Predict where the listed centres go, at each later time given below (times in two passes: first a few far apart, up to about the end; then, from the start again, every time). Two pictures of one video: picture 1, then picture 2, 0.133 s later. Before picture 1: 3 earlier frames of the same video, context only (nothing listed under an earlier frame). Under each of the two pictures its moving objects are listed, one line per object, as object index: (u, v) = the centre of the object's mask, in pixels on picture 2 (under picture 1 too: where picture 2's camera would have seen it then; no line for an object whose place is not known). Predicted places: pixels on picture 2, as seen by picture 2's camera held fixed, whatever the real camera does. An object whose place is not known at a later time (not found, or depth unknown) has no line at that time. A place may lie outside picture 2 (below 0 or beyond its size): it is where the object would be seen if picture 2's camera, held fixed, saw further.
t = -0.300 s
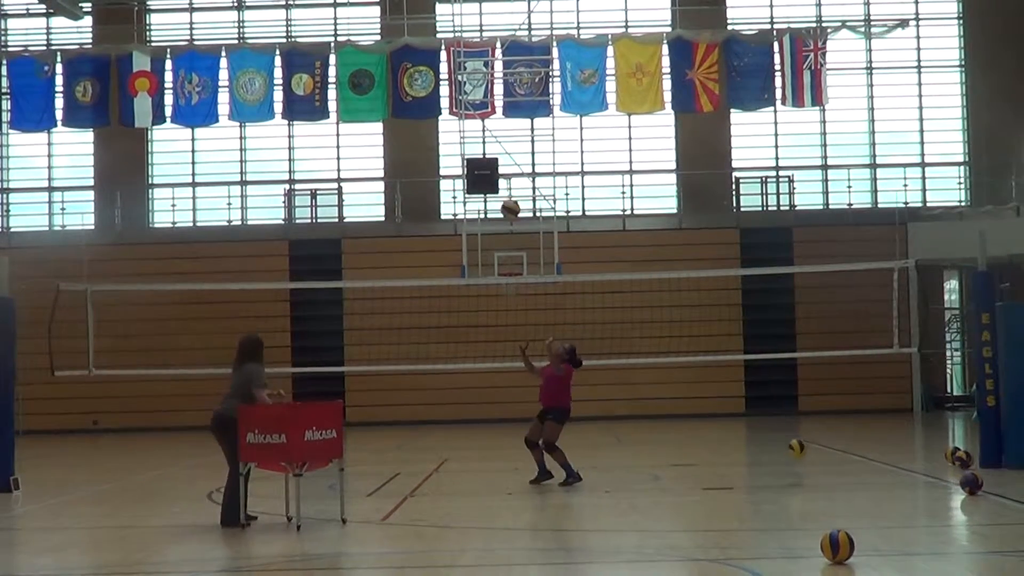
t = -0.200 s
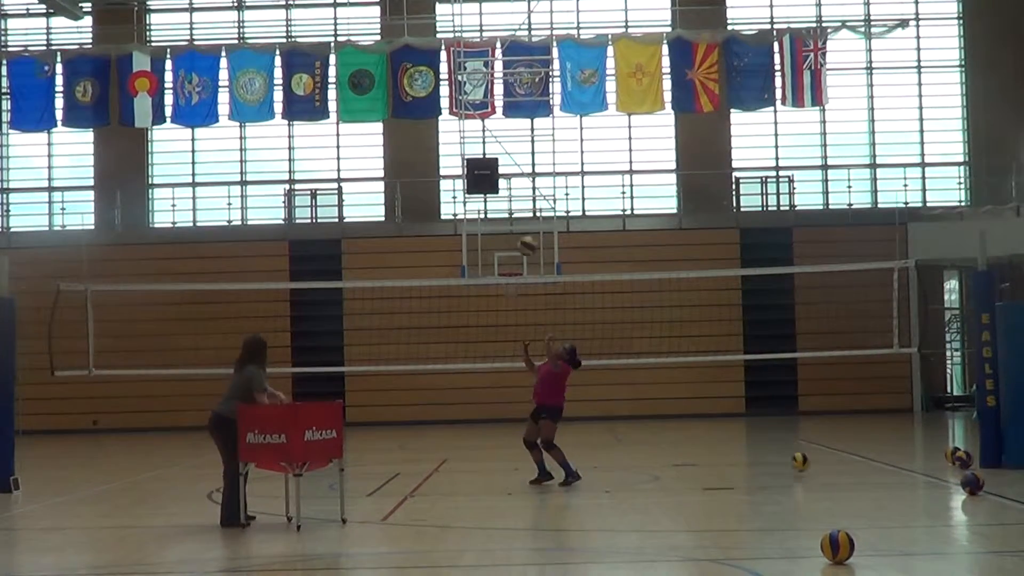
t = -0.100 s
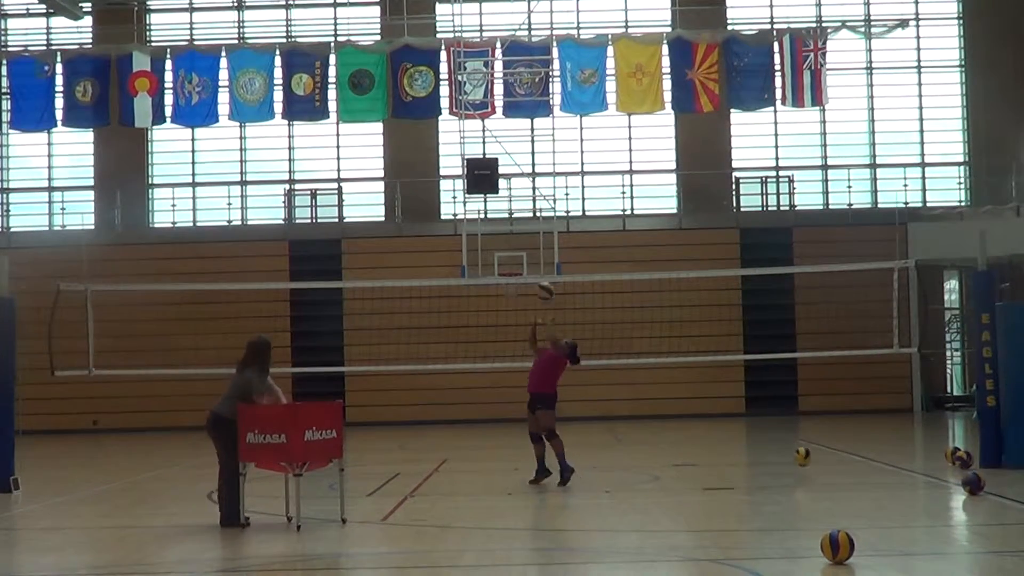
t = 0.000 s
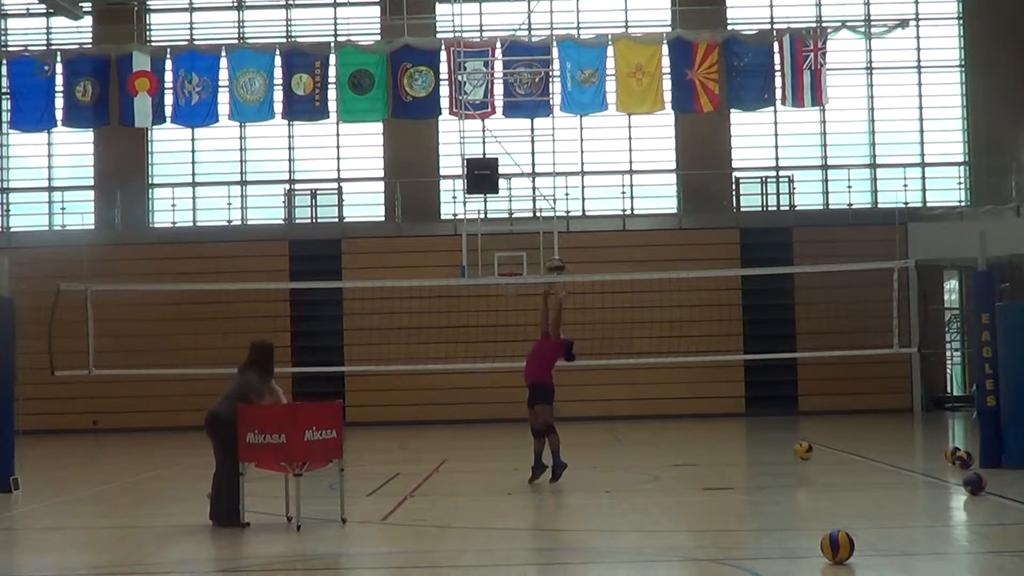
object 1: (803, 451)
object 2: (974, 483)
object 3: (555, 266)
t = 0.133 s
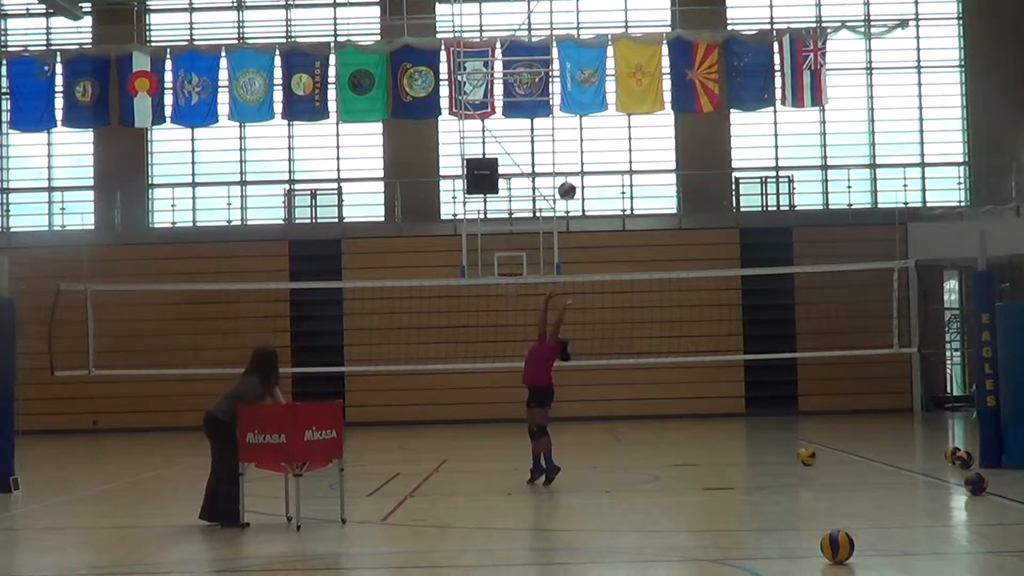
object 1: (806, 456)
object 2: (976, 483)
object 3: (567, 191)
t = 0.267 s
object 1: (810, 459)
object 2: (977, 483)
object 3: (578, 133)
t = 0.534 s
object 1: (815, 465)
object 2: (981, 483)
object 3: (601, 68)
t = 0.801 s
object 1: (818, 466)
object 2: (984, 483)
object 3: (625, 66)
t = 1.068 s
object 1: (821, 463)
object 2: (986, 483)
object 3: (651, 126)
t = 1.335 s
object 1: (824, 461)
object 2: (988, 483)
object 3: (677, 246)
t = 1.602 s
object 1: (826, 463)
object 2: (988, 483)
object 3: (705, 421)
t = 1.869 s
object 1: (829, 463)
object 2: (987, 482)
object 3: (713, 370)
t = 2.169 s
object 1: (832, 464)
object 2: (986, 483)
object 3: (716, 291)
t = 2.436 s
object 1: (835, 463)
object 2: (985, 483)
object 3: (720, 290)
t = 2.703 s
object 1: (838, 463)
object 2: (985, 483)
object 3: (726, 346)
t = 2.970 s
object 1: (840, 463)
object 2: (985, 483)
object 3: (732, 383)
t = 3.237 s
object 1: (843, 463)
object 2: (986, 483)
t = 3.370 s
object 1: (844, 462)
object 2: (986, 483)
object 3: (738, 424)
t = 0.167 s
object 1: (807, 460)
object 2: (976, 483)
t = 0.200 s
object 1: (809, 466)
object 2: (977, 483)
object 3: (572, 160)
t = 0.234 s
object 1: (809, 462)
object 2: (977, 483)
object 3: (575, 146)
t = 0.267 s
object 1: (810, 459)
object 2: (977, 483)
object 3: (578, 133)
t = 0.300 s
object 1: (811, 456)
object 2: (978, 483)
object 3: (581, 121)
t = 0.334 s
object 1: (811, 455)
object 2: (978, 483)
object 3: (584, 111)
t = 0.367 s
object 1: (812, 455)
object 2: (978, 483)
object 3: (587, 101)
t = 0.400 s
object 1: (812, 455)
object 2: (979, 483)
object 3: (590, 93)
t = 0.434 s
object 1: (813, 457)
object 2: (979, 483)
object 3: (592, 85)
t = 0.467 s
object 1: (814, 459)
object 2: (980, 483)
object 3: (595, 77)
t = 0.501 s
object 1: (815, 463)
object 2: (981, 483)
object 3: (598, 72)
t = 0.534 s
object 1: (815, 465)
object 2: (981, 483)
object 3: (601, 68)
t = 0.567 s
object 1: (815, 462)
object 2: (982, 483)
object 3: (604, 64)
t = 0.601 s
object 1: (816, 459)
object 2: (982, 483)
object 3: (607, 61)
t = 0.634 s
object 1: (816, 458)
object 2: (982, 483)
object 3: (610, 60)
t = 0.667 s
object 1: (816, 457)
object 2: (982, 483)
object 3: (613, 59)
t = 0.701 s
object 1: (817, 458)
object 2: (983, 483)
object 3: (616, 59)
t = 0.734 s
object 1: (818, 459)
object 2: (983, 483)
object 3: (619, 60)
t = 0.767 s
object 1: (818, 462)
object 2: (984, 483)
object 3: (622, 62)
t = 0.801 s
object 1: (818, 466)
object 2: (984, 483)
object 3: (625, 66)
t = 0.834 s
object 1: (819, 463)
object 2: (984, 483)
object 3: (628, 70)
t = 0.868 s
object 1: (819, 461)
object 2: (985, 483)
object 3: (632, 75)
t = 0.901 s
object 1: (819, 459)
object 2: (985, 482)
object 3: (635, 81)
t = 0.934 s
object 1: (819, 460)
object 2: (985, 483)
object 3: (638, 88)
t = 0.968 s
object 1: (820, 460)
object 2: (985, 483)
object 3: (641, 96)
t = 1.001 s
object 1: (820, 461)
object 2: (986, 483)
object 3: (645, 105)
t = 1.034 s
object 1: (821, 464)
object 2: (986, 483)
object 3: (648, 115)
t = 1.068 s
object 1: (821, 463)
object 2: (986, 483)
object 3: (651, 126)
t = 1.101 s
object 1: (821, 462)
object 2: (987, 483)
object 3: (654, 138)
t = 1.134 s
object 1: (822, 460)
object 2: (987, 483)
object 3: (657, 151)
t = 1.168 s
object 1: (822, 460)
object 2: (987, 483)
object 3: (661, 164)
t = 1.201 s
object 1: (822, 461)
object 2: (988, 483)
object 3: (664, 179)
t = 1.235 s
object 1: (823, 463)
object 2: (987, 483)
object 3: (667, 194)
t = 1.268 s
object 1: (823, 465)
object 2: (988, 483)
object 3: (672, 212)
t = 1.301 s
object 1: (823, 462)
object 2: (988, 482)
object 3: (675, 229)
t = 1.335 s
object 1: (824, 461)
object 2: (988, 483)
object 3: (677, 246)
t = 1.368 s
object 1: (824, 461)
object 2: (988, 483)
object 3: (681, 265)
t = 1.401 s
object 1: (825, 461)
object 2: (988, 483)
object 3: (685, 286)
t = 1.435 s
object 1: (825, 463)
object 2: (988, 483)
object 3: (689, 305)
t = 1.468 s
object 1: (825, 463)
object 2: (988, 483)
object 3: (692, 327)
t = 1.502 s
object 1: (825, 462)
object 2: (988, 483)
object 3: (695, 350)
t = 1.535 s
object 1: (826, 462)
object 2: (988, 483)
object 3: (699, 373)
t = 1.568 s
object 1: (826, 462)
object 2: (988, 483)
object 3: (702, 397)
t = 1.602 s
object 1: (826, 463)
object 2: (988, 483)
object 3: (705, 421)
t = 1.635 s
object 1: (827, 463)
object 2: (988, 483)
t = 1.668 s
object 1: (827, 462)
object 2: (988, 483)
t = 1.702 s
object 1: (827, 462)
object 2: (988, 483)
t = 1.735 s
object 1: (828, 462)
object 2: (988, 483)
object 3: (713, 432)
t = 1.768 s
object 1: (828, 463)
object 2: (988, 483)
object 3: (711, 414)
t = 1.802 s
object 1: (829, 462)
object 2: (987, 483)
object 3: (711, 399)
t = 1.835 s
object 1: (829, 462)
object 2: (987, 483)
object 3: (712, 383)
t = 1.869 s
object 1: (829, 463)
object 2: (987, 482)
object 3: (713, 370)
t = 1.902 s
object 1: (830, 463)
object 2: (987, 483)
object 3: (713, 357)
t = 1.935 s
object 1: (830, 462)
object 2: (987, 483)
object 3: (713, 345)
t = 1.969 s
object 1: (830, 463)
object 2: (987, 483)
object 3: (713, 334)
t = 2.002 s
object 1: (831, 464)
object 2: (987, 483)
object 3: (713, 324)
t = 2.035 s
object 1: (831, 464)
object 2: (987, 483)
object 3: (713, 316)
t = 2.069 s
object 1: (831, 463)
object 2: (987, 483)
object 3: (714, 308)
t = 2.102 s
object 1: (832, 464)
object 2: (987, 483)
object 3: (715, 301)
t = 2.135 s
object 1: (832, 464)
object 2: (987, 483)
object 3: (715, 296)
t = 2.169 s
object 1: (832, 464)
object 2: (986, 483)
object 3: (716, 291)
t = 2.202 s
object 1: (832, 464)
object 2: (986, 483)
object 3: (716, 288)
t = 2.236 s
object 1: (833, 464)
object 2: (986, 483)
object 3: (717, 286)
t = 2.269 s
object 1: (833, 464)
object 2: (986, 483)
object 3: (718, 285)
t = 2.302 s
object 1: (833, 464)
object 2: (985, 483)
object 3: (718, 284)
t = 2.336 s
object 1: (834, 464)
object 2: (985, 483)
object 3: (718, 284)
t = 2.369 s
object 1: (834, 464)
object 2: (985, 483)
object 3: (719, 285)
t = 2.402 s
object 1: (834, 463)
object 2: (985, 483)
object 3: (719, 287)
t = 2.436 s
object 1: (835, 463)
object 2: (985, 483)
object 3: (720, 290)
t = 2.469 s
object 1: (835, 463)
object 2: (985, 483)
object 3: (720, 293)
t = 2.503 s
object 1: (835, 464)
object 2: (985, 483)
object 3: (720, 298)
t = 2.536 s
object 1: (836, 464)
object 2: (985, 483)
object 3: (721, 303)
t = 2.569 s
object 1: (836, 464)
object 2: (985, 483)
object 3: (722, 311)
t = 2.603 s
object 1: (836, 464)
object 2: (985, 483)
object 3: (723, 318)
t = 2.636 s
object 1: (837, 463)
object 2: (985, 483)
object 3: (723, 327)
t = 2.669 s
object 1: (837, 463)
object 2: (985, 483)
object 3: (724, 335)
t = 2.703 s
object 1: (838, 463)
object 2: (985, 483)
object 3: (726, 346)
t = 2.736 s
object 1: (838, 463)
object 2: (985, 483)
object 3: (727, 352)
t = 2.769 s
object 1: (838, 463)
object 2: (985, 483)
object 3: (728, 355)
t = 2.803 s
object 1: (838, 463)
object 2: (985, 483)
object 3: (728, 357)
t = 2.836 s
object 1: (839, 463)
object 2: (985, 483)
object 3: (729, 361)
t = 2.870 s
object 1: (839, 463)
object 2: (985, 483)
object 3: (730, 366)
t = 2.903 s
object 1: (839, 463)
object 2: (985, 483)
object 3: (729, 370)
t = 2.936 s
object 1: (840, 463)
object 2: (985, 483)
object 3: (730, 377)
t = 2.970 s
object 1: (840, 463)
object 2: (985, 483)
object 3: (732, 383)
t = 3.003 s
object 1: (841, 463)
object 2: (985, 483)
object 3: (732, 392)
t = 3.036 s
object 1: (841, 463)
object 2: (985, 483)
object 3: (732, 402)
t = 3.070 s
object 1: (841, 463)
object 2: (985, 483)
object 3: (733, 412)
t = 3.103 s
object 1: (842, 463)
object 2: (985, 483)
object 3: (736, 424)
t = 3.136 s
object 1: (842, 463)
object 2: (985, 483)
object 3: (736, 436)
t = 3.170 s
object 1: (842, 463)
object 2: (986, 483)
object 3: (737, 450)
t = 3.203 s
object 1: (842, 463)
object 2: (986, 483)
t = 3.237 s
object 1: (843, 463)
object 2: (986, 483)
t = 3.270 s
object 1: (843, 463)
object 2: (986, 483)
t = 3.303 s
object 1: (843, 463)
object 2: (986, 483)
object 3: (740, 442)
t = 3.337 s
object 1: (843, 462)
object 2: (986, 483)
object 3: (739, 431)
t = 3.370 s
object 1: (844, 462)
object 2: (986, 483)
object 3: (738, 424)
